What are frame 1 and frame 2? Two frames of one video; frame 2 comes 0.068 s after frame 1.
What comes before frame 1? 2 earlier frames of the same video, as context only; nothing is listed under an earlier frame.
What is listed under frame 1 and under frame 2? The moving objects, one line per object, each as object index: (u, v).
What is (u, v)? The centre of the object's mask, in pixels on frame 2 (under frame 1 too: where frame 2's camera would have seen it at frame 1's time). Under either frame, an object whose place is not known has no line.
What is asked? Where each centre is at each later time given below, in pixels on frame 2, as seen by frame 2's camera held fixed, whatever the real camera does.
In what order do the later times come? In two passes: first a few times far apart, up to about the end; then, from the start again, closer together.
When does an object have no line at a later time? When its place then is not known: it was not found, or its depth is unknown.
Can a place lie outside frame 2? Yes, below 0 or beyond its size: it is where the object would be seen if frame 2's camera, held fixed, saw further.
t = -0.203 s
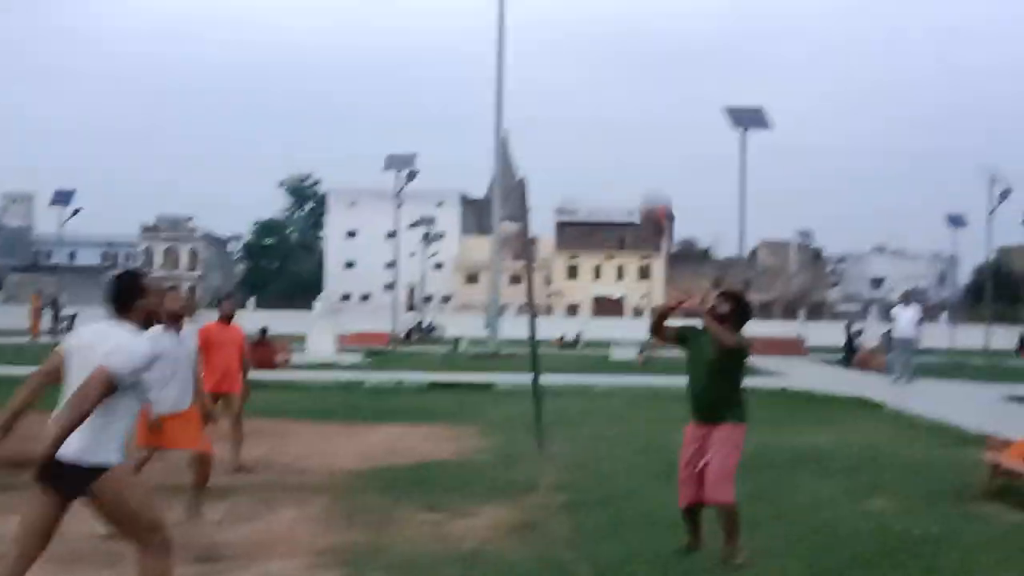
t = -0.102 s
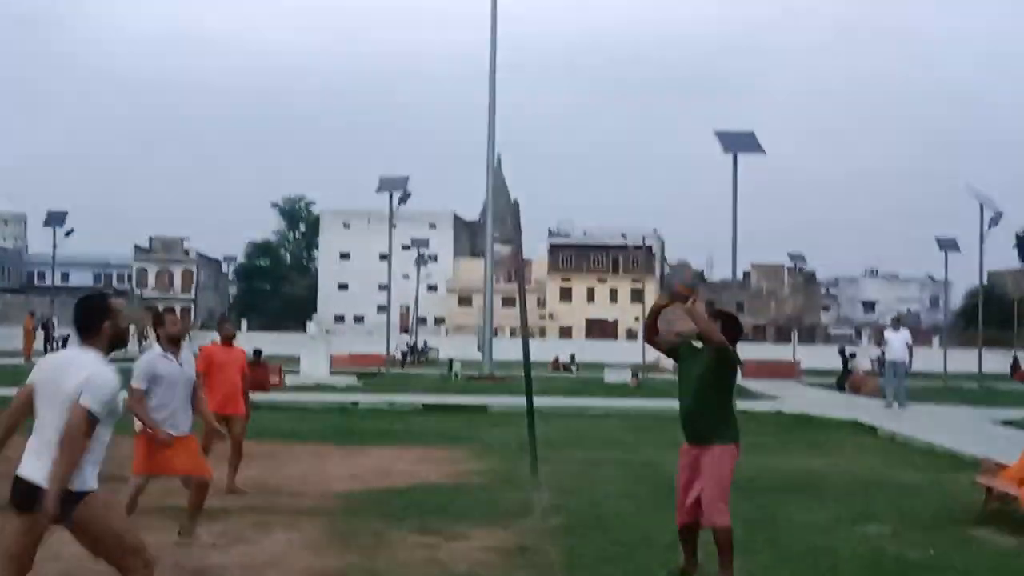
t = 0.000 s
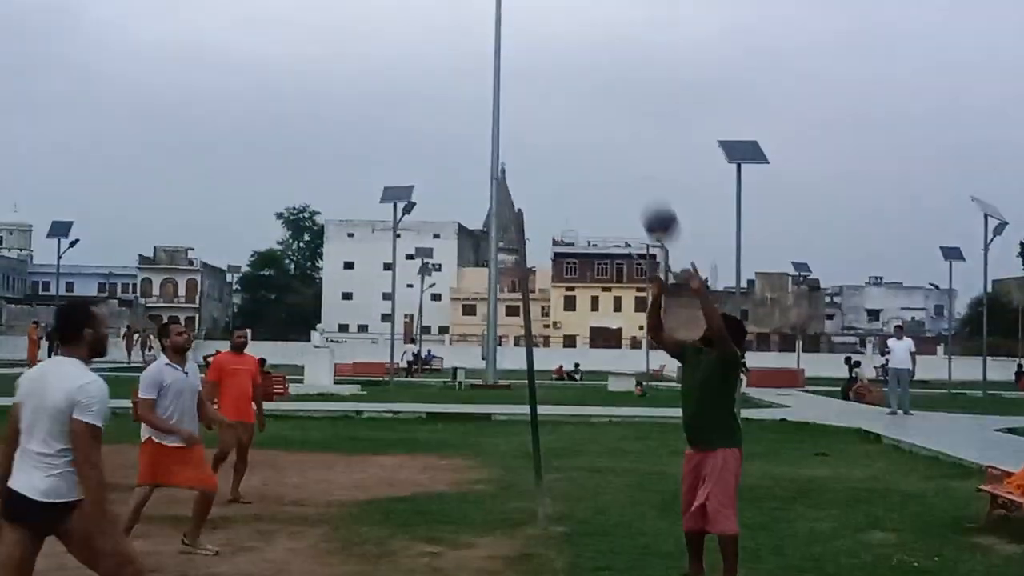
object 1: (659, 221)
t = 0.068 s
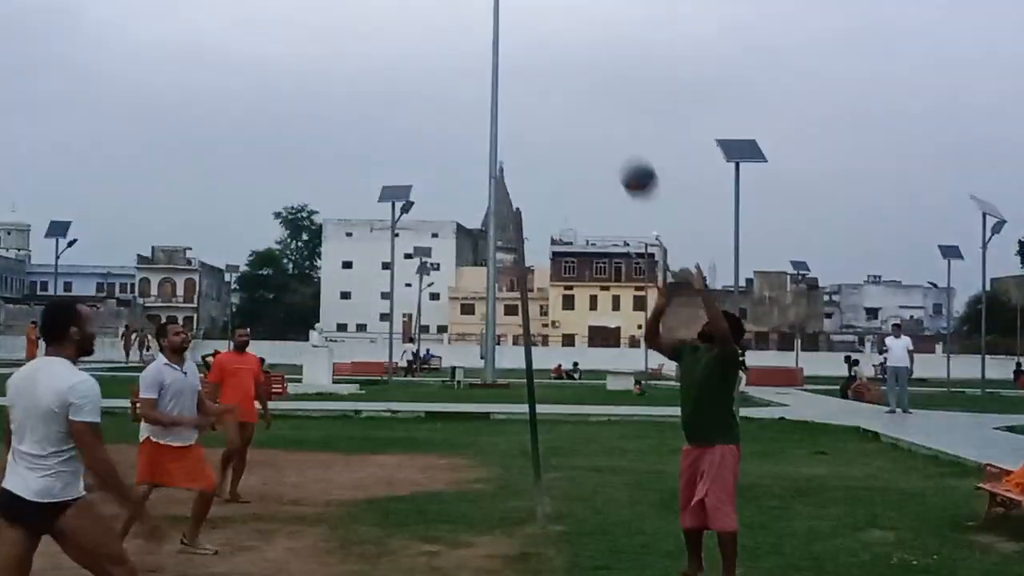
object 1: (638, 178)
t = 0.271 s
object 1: (573, 86)
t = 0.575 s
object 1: (453, 69)
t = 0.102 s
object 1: (628, 158)
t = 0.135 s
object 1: (617, 140)
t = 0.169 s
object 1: (607, 124)
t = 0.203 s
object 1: (596, 110)
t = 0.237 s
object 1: (585, 97)
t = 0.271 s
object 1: (573, 86)
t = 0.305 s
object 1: (561, 76)
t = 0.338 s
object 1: (549, 69)
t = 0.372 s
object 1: (536, 63)
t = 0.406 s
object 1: (523, 59)
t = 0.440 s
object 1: (510, 58)
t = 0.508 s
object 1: (482, 58)
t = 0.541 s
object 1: (467, 63)
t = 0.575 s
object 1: (453, 69)
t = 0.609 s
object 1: (438, 77)
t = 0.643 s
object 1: (423, 89)
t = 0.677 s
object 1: (407, 104)
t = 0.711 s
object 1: (392, 119)
